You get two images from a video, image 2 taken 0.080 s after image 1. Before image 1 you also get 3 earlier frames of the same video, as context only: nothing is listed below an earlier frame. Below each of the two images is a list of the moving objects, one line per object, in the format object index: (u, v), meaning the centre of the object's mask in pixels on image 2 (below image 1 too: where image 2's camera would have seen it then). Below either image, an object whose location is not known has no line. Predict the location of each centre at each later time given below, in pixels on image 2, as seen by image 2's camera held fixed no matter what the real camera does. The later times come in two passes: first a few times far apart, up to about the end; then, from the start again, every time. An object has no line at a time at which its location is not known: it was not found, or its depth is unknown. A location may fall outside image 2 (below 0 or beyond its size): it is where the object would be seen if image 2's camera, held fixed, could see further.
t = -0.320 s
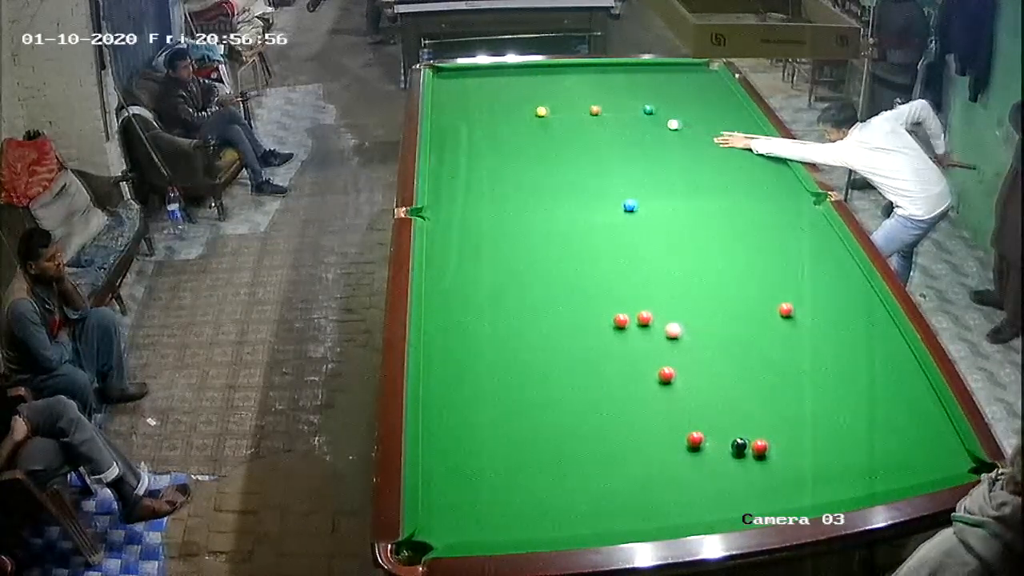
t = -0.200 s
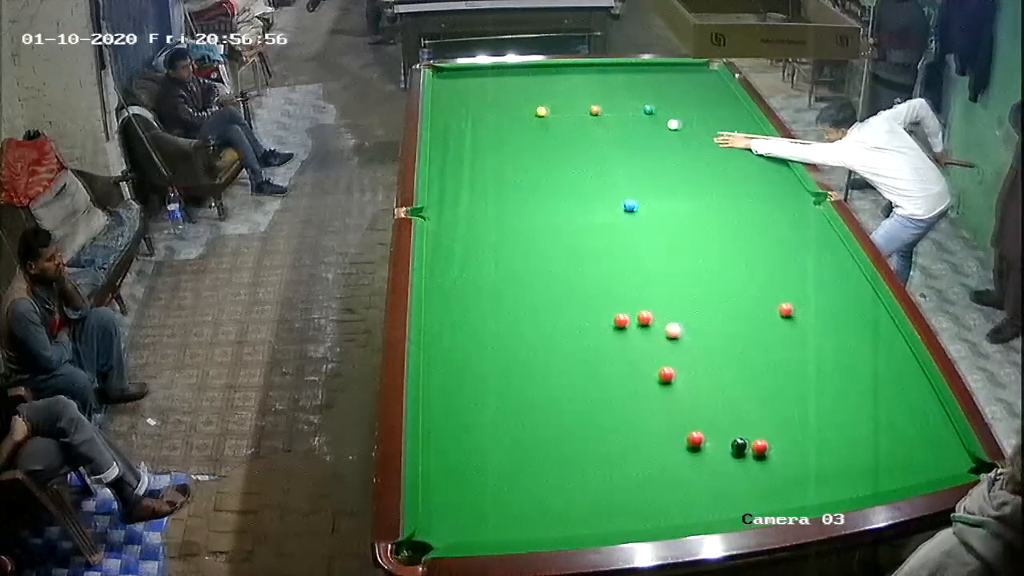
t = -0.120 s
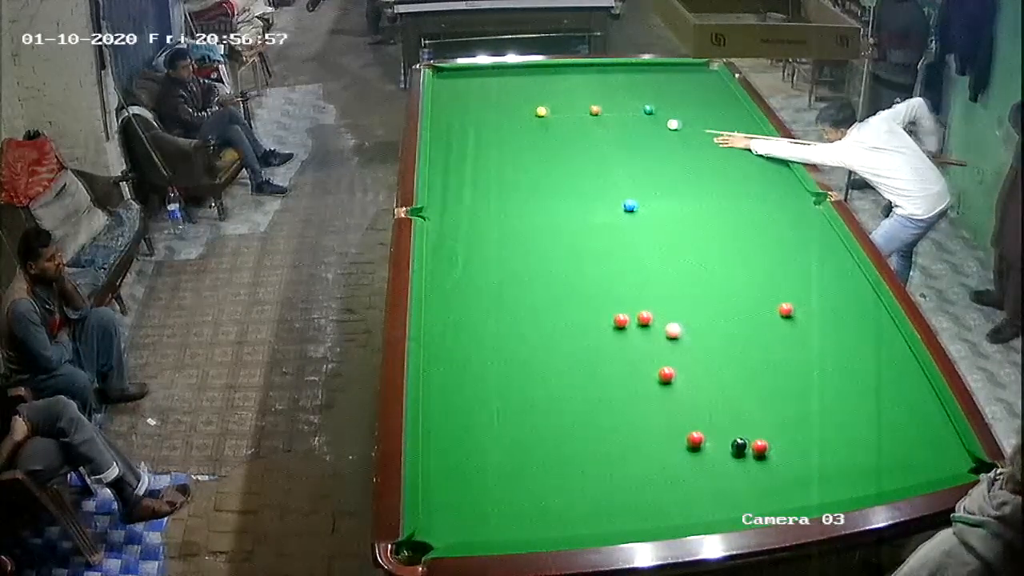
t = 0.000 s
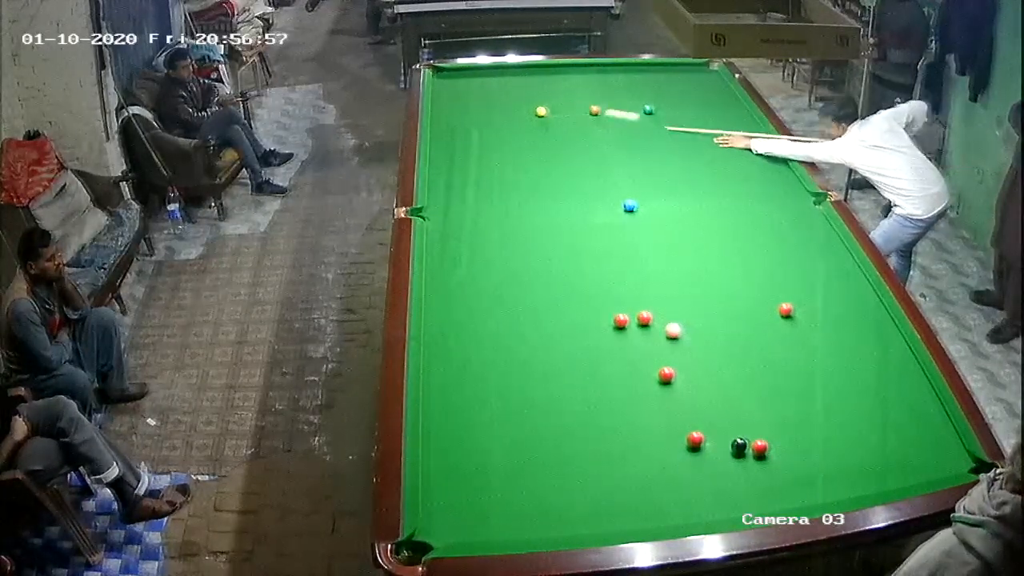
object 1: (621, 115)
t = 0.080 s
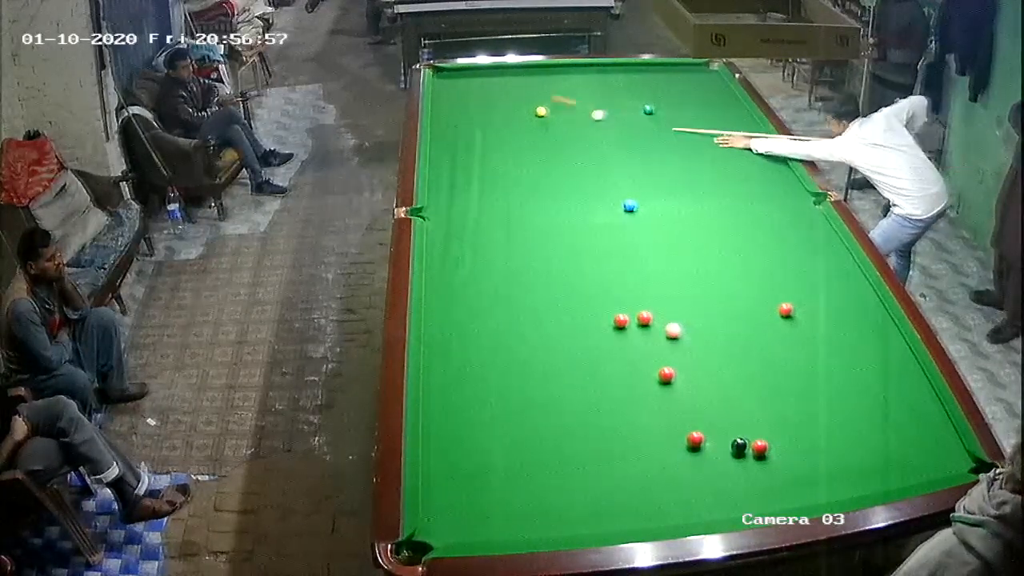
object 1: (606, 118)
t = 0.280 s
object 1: (598, 130)
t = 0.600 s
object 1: (620, 151)
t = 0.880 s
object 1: (640, 168)
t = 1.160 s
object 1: (659, 187)
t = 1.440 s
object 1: (674, 205)
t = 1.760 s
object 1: (698, 229)
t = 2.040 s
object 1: (720, 250)
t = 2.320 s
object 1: (741, 272)
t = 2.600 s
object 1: (763, 294)
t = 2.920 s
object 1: (773, 313)
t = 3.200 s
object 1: (771, 325)
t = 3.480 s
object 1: (769, 335)
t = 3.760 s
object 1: (767, 344)
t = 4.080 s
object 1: (766, 354)
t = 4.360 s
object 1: (765, 360)
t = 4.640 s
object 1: (764, 364)
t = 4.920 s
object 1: (765, 368)
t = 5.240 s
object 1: (765, 369)
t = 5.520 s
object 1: (766, 369)
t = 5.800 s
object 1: (765, 369)
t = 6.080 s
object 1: (766, 369)
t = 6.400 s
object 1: (766, 369)
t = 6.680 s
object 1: (766, 369)
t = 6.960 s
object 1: (766, 369)
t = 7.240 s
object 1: (766, 369)
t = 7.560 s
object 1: (766, 369)
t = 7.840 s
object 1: (765, 369)
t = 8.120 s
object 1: (765, 369)
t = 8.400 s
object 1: (766, 369)
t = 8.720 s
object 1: (766, 369)
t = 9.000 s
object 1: (766, 369)
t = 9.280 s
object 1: (766, 369)
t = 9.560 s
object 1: (766, 369)
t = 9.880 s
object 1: (766, 369)
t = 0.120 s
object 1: (603, 121)
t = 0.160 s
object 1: (602, 122)
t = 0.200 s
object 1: (598, 125)
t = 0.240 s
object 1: (598, 128)
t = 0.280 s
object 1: (598, 130)
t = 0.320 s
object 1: (600, 133)
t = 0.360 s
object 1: (604, 135)
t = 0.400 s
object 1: (606, 138)
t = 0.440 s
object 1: (610, 141)
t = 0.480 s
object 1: (611, 142)
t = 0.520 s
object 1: (614, 146)
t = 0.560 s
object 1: (617, 148)
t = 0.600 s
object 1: (620, 151)
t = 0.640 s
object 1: (622, 153)
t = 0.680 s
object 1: (625, 155)
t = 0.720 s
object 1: (628, 158)
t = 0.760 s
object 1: (630, 160)
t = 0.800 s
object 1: (634, 163)
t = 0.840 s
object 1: (637, 166)
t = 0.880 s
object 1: (640, 168)
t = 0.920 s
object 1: (642, 171)
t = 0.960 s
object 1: (645, 173)
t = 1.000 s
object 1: (647, 176)
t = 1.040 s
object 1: (651, 179)
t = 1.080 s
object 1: (652, 181)
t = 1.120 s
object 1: (656, 184)
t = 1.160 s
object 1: (659, 187)
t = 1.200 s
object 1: (663, 190)
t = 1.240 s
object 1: (663, 192)
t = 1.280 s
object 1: (666, 194)
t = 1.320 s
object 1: (665, 196)
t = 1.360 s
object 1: (668, 199)
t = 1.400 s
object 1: (671, 202)
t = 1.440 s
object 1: (674, 205)
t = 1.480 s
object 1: (677, 208)
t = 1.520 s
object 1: (680, 211)
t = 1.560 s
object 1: (683, 214)
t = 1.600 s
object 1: (686, 217)
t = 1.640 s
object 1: (689, 220)
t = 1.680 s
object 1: (692, 222)
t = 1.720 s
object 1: (695, 226)
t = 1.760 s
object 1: (698, 229)
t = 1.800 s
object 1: (701, 232)
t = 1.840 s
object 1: (704, 235)
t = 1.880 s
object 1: (707, 238)
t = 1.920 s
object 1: (710, 241)
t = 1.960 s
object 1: (714, 244)
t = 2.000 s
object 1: (717, 247)
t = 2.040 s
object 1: (720, 250)
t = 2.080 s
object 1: (723, 253)
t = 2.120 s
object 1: (726, 256)
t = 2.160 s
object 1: (729, 260)
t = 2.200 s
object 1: (732, 263)
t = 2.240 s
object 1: (735, 266)
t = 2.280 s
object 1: (738, 269)
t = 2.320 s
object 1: (741, 272)
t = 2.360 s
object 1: (744, 275)
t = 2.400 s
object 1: (747, 278)
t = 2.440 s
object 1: (751, 281)
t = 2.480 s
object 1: (753, 284)
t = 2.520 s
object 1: (756, 287)
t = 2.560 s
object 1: (759, 291)
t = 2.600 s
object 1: (763, 294)
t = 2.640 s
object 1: (766, 297)
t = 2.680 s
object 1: (769, 300)
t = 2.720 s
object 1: (772, 303)
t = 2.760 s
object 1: (773, 306)
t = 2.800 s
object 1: (773, 308)
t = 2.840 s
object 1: (773, 309)
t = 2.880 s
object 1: (773, 311)
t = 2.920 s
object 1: (773, 313)
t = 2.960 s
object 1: (772, 315)
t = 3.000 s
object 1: (772, 316)
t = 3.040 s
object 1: (772, 318)
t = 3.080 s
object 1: (772, 320)
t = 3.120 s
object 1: (772, 322)
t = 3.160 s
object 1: (771, 323)
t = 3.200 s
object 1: (771, 325)
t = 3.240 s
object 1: (771, 326)
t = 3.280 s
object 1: (771, 328)
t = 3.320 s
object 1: (770, 329)
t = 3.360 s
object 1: (770, 331)
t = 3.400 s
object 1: (770, 332)
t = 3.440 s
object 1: (769, 334)
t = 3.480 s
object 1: (769, 335)
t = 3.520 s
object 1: (769, 336)
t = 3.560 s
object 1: (769, 338)
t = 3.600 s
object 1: (768, 339)
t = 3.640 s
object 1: (768, 341)
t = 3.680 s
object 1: (768, 342)
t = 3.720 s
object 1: (768, 343)
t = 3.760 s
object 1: (767, 344)
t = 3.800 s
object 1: (767, 346)
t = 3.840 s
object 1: (767, 347)
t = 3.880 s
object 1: (767, 348)
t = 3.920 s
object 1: (767, 349)
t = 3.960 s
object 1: (767, 350)
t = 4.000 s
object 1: (766, 352)
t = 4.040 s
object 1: (766, 352)
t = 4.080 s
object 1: (766, 354)
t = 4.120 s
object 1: (766, 355)
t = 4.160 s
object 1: (766, 355)
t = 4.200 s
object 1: (765, 357)
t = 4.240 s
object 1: (765, 357)
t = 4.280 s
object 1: (765, 358)
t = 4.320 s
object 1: (765, 359)
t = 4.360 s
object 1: (765, 360)
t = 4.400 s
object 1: (765, 360)
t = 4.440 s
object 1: (764, 361)
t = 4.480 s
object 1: (764, 362)
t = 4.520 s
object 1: (764, 362)
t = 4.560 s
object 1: (764, 363)
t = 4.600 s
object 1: (764, 364)
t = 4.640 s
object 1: (764, 364)
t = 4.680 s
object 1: (764, 365)
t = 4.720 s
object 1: (764, 365)
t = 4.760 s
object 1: (765, 366)
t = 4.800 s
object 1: (764, 366)
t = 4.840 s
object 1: (765, 367)
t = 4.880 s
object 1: (765, 367)
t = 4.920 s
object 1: (765, 368)
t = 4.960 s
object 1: (765, 368)
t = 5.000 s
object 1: (765, 368)
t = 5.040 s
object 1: (765, 368)
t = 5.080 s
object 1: (765, 369)
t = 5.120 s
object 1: (765, 369)
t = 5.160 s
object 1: (765, 369)
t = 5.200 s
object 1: (765, 369)
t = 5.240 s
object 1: (765, 369)
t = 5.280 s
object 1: (765, 369)
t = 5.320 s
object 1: (765, 369)
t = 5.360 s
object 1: (765, 369)
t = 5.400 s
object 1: (765, 369)
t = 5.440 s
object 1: (766, 369)
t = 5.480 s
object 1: (766, 369)
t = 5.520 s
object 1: (766, 369)
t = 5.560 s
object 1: (765, 369)
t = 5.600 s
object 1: (765, 369)
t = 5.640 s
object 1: (765, 369)
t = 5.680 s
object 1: (765, 369)
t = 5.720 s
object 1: (765, 369)
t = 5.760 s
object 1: (765, 369)
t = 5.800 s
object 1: (765, 369)
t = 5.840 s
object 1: (765, 369)
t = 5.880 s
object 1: (765, 369)
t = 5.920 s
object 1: (765, 369)
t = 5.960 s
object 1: (766, 369)
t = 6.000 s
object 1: (766, 369)
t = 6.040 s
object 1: (766, 369)
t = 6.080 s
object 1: (766, 369)
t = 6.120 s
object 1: (766, 369)
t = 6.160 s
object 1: (766, 369)
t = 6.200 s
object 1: (766, 369)
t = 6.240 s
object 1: (766, 369)
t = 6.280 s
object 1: (766, 369)
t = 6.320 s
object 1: (766, 369)
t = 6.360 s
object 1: (766, 369)
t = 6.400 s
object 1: (766, 369)
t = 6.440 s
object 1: (766, 369)
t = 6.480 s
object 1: (766, 369)
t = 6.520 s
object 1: (766, 369)
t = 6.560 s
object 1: (766, 369)
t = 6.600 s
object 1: (766, 369)
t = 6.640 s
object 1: (766, 369)
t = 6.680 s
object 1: (766, 369)
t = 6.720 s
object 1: (766, 369)
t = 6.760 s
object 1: (766, 369)
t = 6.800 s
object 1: (766, 369)
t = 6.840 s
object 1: (766, 369)
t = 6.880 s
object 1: (766, 369)
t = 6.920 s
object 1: (766, 369)
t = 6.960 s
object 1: (766, 369)
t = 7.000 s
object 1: (766, 369)
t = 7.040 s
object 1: (766, 369)
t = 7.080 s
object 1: (766, 369)
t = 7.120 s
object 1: (766, 369)
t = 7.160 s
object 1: (766, 369)
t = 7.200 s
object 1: (766, 369)
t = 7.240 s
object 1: (766, 369)
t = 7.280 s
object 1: (766, 369)
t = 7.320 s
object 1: (766, 369)
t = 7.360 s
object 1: (766, 369)
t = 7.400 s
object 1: (766, 369)
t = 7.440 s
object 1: (766, 369)
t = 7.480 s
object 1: (766, 369)
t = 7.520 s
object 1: (766, 369)
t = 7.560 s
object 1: (766, 369)
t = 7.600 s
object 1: (766, 369)
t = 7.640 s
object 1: (766, 369)
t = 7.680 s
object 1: (766, 369)
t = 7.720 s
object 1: (766, 369)
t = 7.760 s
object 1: (765, 369)
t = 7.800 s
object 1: (766, 369)
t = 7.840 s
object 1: (765, 369)
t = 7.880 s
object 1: (765, 369)
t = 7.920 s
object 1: (765, 369)
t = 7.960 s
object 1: (765, 369)
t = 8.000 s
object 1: (765, 369)
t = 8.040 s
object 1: (766, 369)
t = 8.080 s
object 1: (766, 369)
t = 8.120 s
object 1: (765, 369)
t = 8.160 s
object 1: (766, 369)
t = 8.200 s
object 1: (766, 369)
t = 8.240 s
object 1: (766, 369)
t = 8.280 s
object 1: (765, 369)
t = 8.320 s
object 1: (766, 369)
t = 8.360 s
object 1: (766, 369)
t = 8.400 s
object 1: (766, 369)
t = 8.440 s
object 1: (766, 369)
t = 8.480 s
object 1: (766, 369)
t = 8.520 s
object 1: (766, 369)
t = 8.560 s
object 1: (766, 369)
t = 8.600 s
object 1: (766, 369)
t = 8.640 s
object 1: (766, 369)
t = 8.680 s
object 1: (766, 369)
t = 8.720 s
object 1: (766, 369)
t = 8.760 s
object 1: (766, 369)
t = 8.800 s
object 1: (766, 369)
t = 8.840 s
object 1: (766, 369)
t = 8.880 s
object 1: (766, 369)
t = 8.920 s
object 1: (766, 369)
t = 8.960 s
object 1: (766, 369)
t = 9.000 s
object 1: (766, 369)
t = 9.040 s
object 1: (766, 369)
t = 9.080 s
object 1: (766, 369)
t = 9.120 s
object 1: (766, 369)
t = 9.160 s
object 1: (766, 369)
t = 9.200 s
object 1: (766, 369)
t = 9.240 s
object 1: (766, 369)
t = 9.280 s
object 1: (766, 369)
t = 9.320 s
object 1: (766, 369)
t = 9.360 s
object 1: (766, 369)
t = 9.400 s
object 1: (766, 369)
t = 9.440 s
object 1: (766, 369)
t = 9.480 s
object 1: (766, 369)
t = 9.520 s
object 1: (766, 369)
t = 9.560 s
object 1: (766, 369)
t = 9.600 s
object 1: (766, 369)
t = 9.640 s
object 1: (766, 369)
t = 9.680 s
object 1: (766, 369)
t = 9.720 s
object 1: (766, 369)
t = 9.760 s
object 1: (766, 369)
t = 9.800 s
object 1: (766, 369)
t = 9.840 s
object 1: (766, 369)
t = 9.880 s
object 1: (766, 369)
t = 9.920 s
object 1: (766, 369)
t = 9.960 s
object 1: (766, 369)
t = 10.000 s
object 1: (766, 369)
